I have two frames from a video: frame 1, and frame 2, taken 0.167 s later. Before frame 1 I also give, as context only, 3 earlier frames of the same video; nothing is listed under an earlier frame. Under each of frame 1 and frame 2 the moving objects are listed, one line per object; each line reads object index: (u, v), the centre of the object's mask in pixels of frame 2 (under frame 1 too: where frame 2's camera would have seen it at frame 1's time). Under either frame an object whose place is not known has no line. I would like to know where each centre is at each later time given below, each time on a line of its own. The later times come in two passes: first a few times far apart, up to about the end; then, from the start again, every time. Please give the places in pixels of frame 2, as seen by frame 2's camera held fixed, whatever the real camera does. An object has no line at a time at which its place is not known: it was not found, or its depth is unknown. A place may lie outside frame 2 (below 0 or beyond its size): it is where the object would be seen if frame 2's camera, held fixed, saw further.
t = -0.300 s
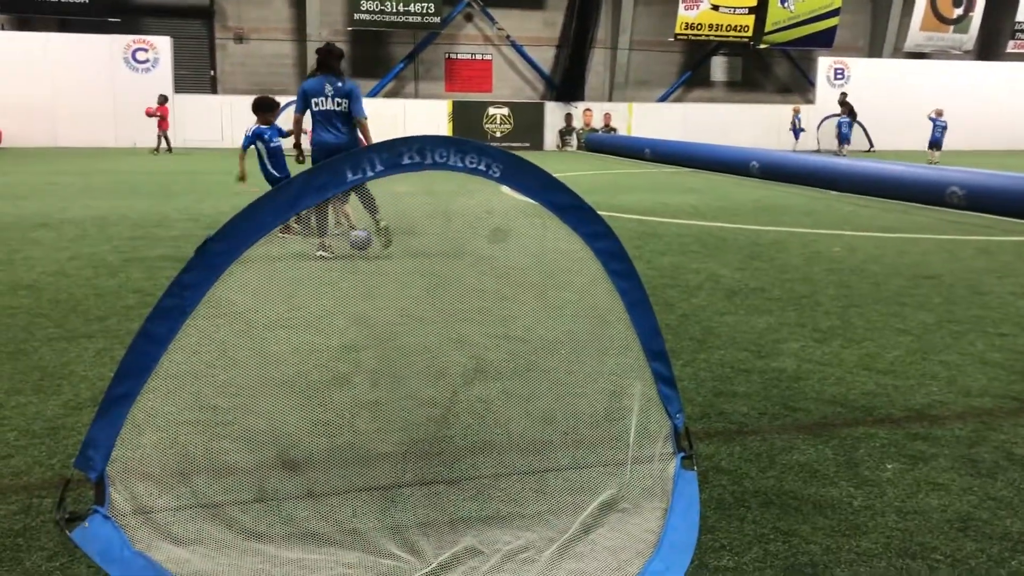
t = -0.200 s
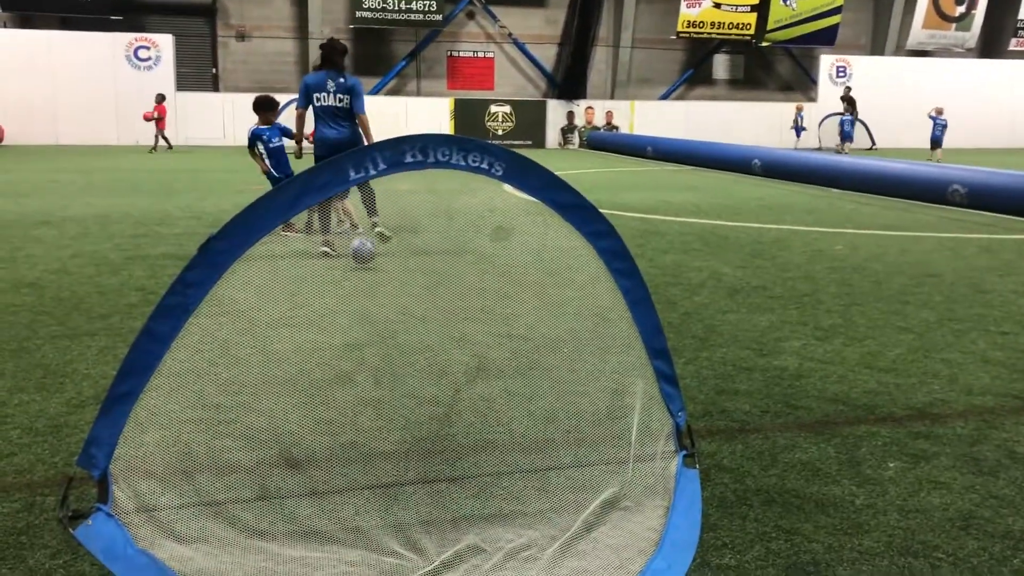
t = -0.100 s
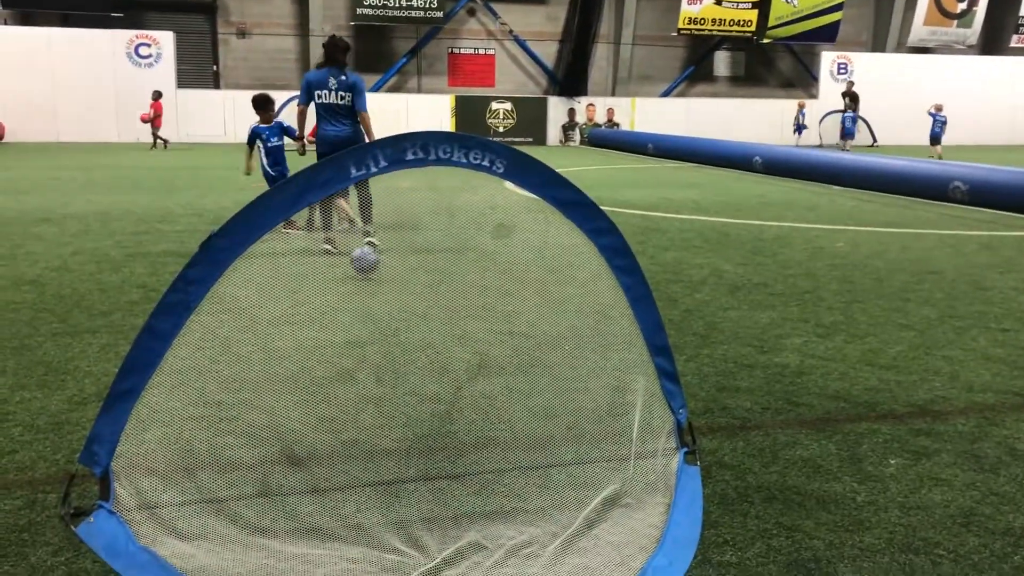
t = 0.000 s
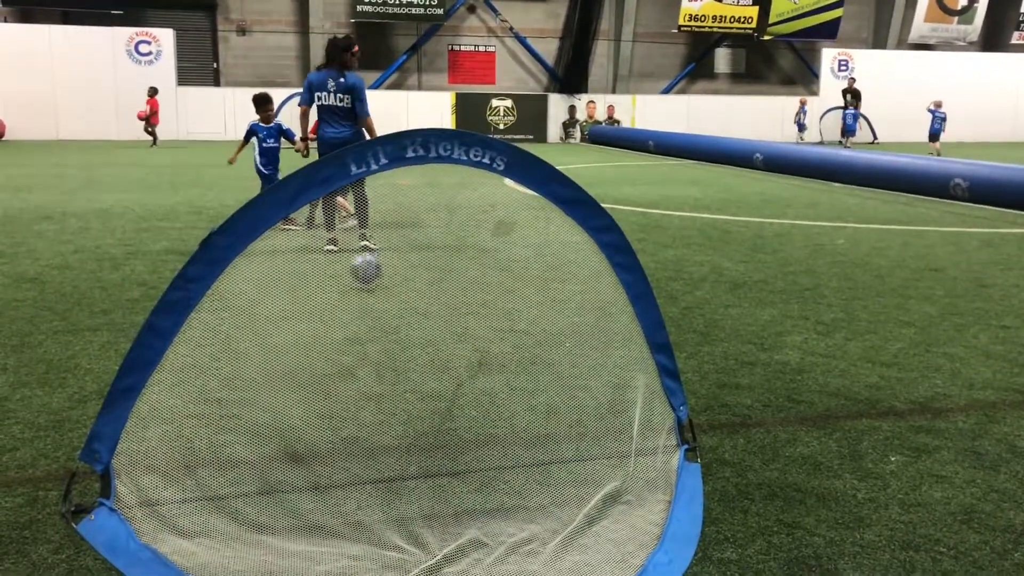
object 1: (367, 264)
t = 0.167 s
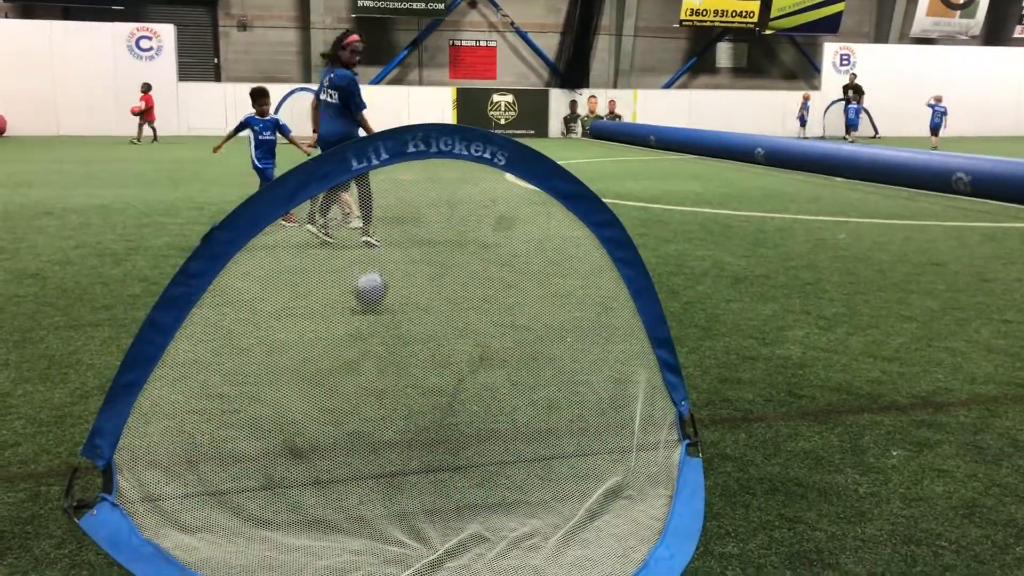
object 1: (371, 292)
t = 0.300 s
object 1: (374, 310)
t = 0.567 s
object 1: (386, 375)
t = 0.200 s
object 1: (372, 298)
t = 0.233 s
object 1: (371, 306)
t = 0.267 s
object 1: (374, 308)
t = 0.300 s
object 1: (374, 310)
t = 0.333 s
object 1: (374, 316)
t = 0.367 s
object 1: (376, 324)
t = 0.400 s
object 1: (376, 337)
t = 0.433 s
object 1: (379, 341)
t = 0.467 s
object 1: (381, 349)
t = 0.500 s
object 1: (382, 356)
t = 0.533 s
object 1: (384, 366)
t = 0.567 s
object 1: (386, 375)
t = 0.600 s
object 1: (389, 384)
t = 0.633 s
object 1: (391, 394)
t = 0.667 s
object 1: (395, 410)
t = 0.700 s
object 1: (396, 415)
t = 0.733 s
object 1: (399, 425)
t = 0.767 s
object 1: (403, 445)
